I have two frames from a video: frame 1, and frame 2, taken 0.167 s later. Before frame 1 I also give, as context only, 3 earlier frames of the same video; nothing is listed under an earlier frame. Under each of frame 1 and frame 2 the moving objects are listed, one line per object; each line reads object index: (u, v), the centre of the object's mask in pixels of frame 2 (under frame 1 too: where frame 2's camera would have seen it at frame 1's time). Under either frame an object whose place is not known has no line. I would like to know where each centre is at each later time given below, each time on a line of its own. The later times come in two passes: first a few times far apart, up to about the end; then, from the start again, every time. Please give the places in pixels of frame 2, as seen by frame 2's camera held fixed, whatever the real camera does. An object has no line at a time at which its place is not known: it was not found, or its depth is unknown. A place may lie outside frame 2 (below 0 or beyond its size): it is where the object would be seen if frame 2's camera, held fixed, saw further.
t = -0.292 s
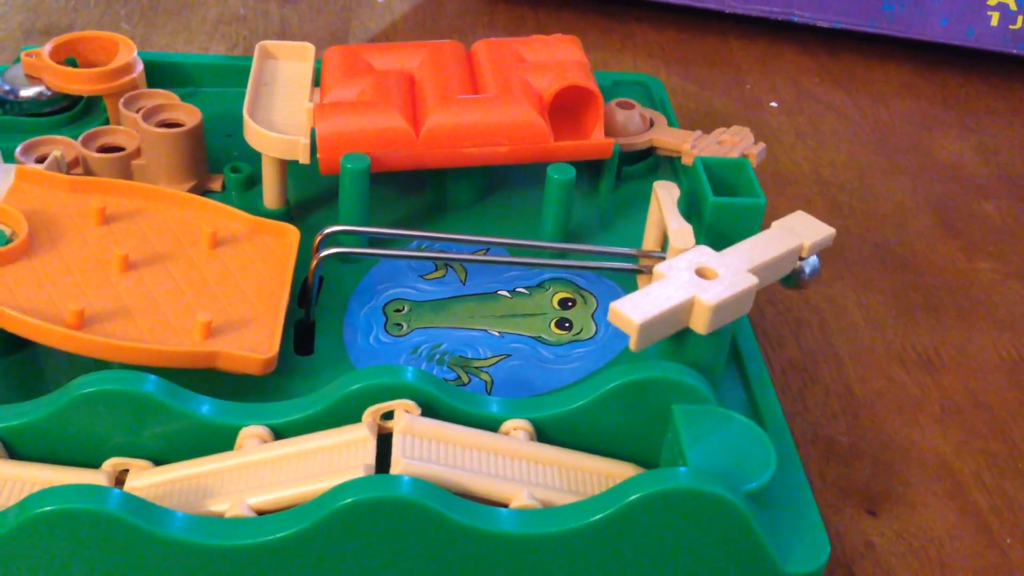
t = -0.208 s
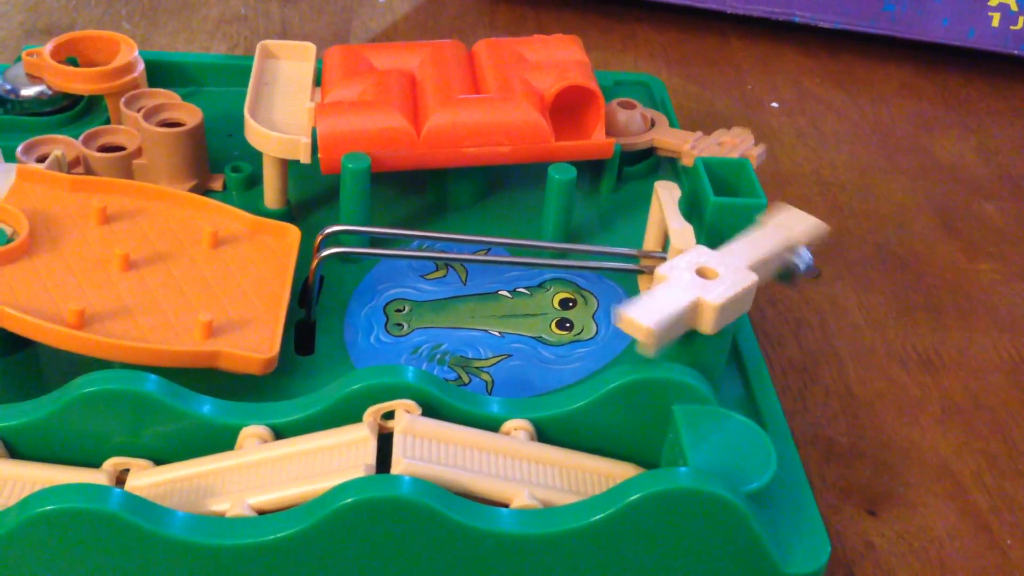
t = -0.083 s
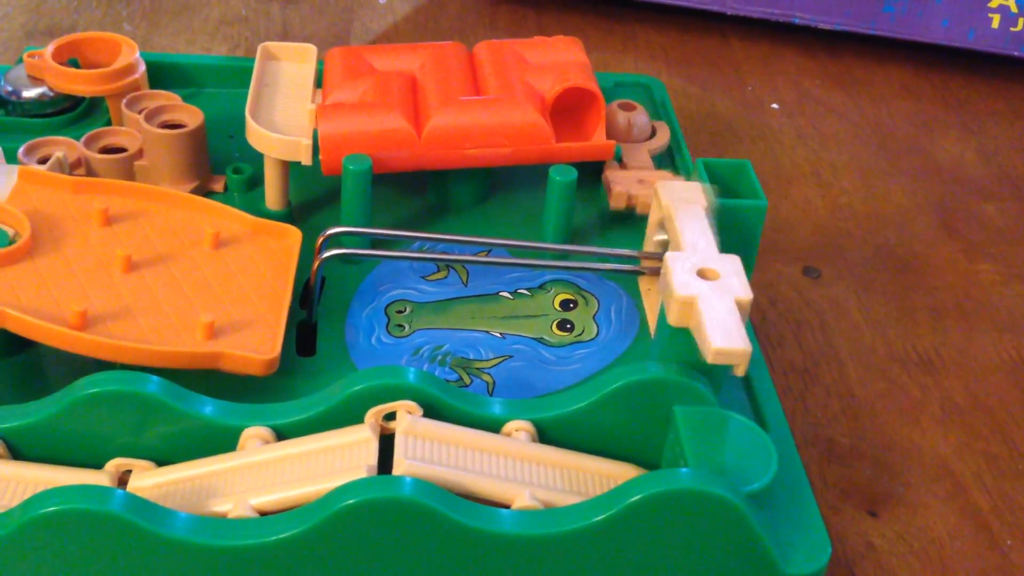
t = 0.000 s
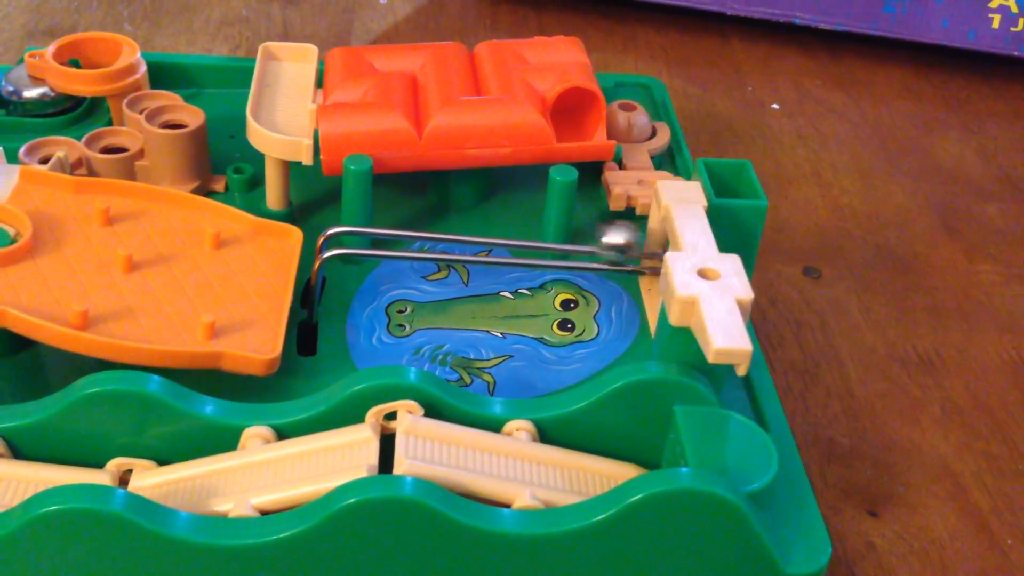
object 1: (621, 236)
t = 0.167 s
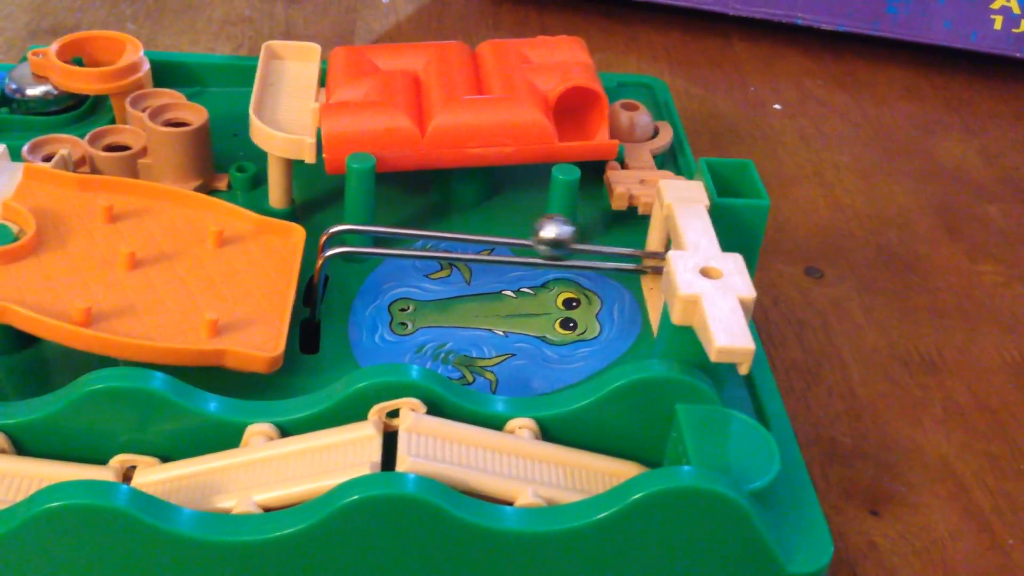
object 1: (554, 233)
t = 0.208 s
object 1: (539, 232)
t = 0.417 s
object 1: (481, 230)
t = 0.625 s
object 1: (446, 228)
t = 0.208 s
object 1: (539, 232)
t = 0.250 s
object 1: (525, 233)
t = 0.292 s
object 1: (513, 230)
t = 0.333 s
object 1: (501, 230)
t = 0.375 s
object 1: (491, 231)
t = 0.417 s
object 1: (481, 230)
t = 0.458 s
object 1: (473, 228)
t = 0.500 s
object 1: (465, 228)
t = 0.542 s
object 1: (458, 228)
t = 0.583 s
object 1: (452, 228)
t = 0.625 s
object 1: (446, 228)
